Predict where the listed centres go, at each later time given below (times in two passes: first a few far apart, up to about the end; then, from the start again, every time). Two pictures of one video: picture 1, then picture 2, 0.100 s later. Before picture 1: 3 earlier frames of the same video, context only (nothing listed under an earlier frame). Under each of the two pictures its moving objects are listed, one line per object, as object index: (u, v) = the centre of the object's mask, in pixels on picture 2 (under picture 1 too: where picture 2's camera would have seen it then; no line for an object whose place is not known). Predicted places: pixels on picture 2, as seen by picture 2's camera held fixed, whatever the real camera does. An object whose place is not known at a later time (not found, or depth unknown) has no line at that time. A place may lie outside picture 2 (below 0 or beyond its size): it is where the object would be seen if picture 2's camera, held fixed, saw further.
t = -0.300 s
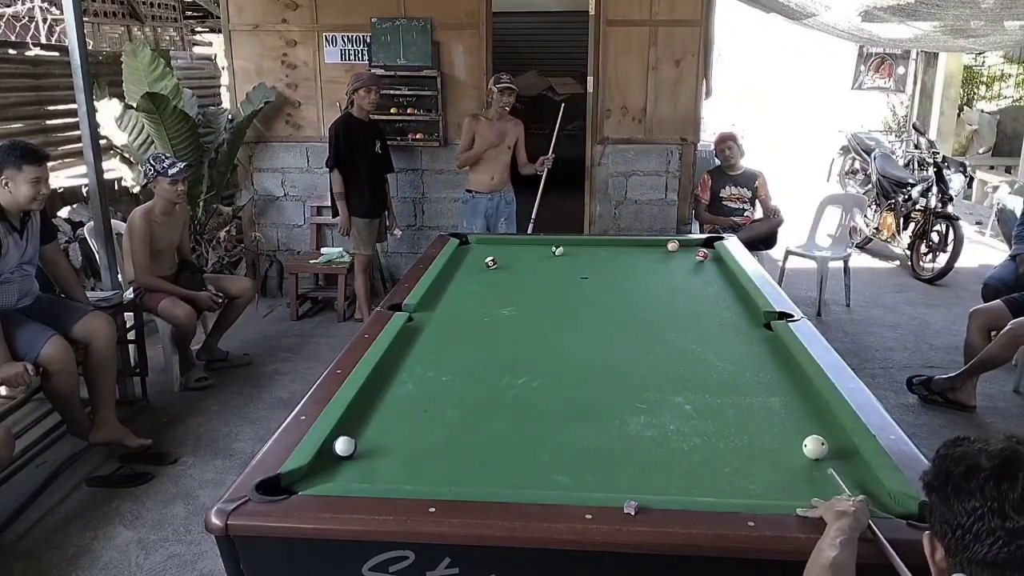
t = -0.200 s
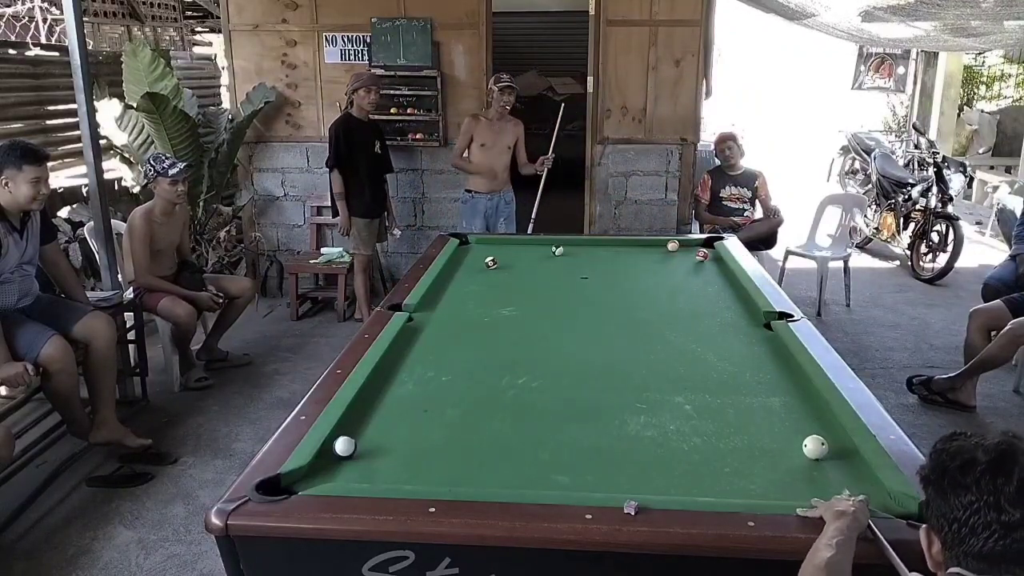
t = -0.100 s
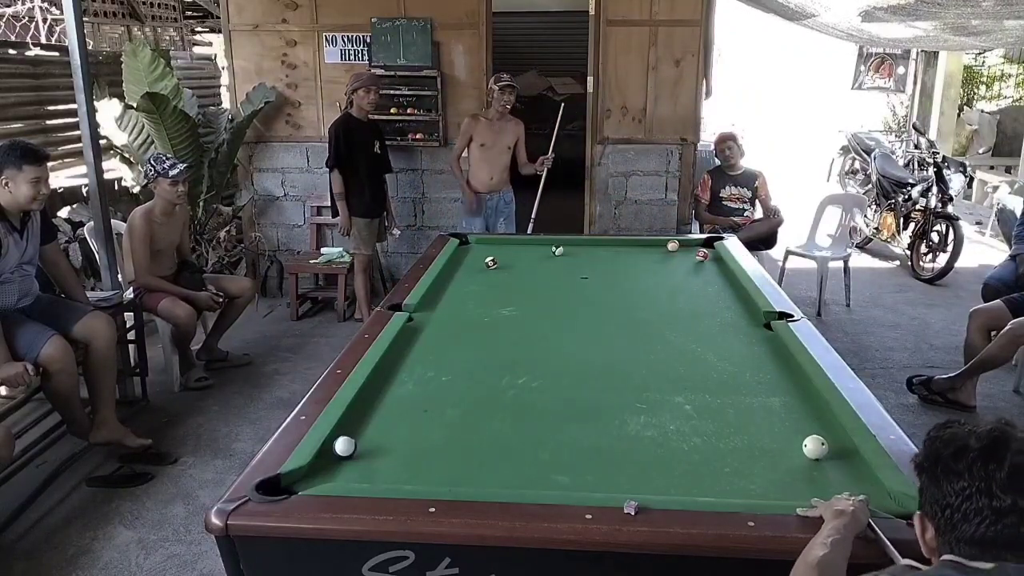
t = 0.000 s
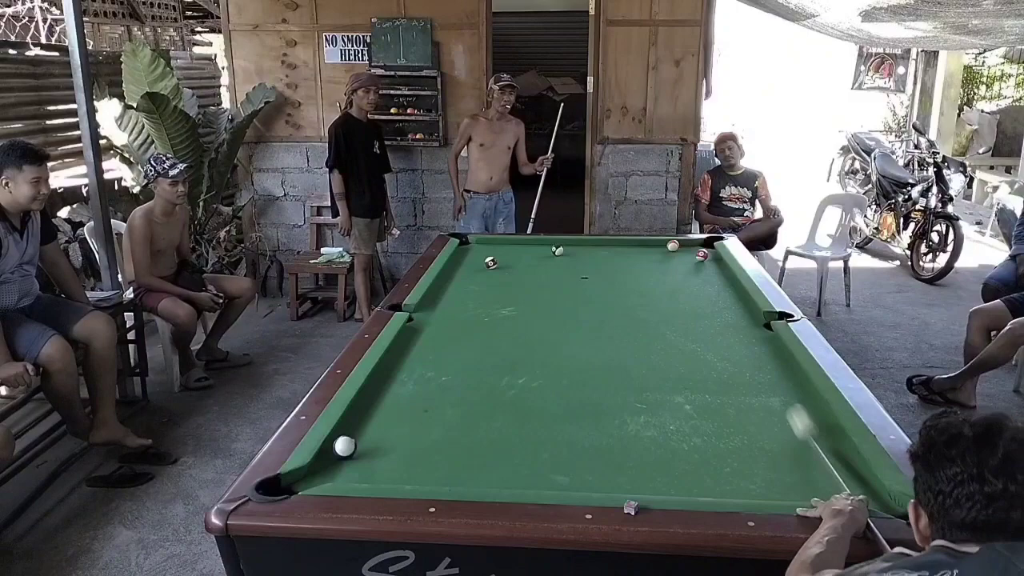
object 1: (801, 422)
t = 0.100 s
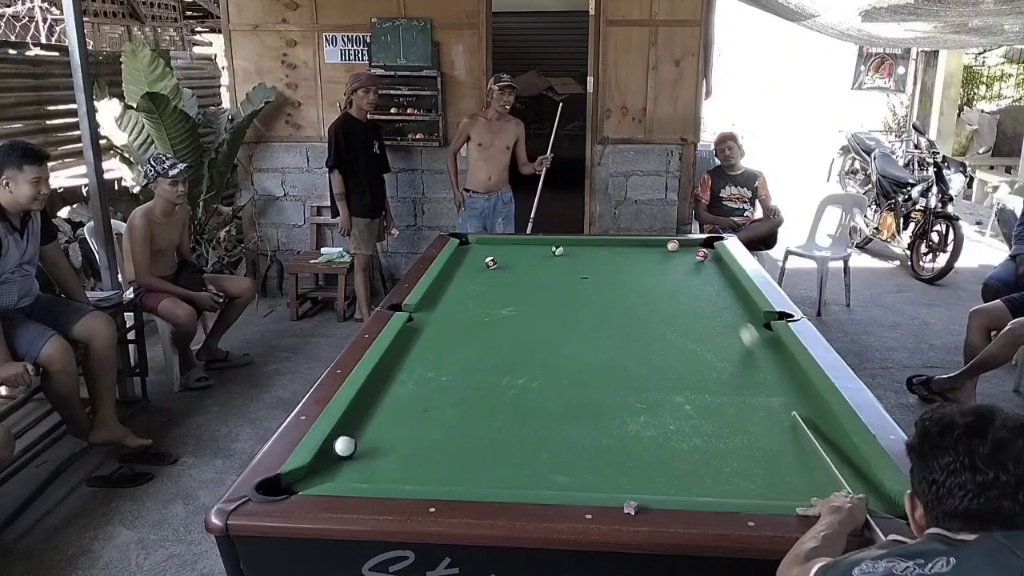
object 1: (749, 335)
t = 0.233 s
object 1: (710, 271)
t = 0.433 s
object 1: (684, 254)
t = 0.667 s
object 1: (661, 249)
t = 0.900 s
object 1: (641, 245)
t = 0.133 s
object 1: (737, 316)
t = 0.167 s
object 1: (727, 298)
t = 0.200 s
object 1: (718, 284)
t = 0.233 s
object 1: (710, 271)
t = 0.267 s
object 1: (703, 260)
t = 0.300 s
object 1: (698, 257)
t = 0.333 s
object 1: (694, 256)
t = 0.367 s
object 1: (691, 256)
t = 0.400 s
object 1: (687, 255)
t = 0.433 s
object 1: (684, 254)
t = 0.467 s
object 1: (681, 253)
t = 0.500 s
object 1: (677, 253)
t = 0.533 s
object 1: (674, 252)
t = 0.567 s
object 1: (671, 252)
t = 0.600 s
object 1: (667, 251)
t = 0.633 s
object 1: (664, 250)
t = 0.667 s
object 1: (661, 249)
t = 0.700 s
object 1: (659, 249)
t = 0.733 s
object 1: (655, 248)
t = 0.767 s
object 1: (653, 247)
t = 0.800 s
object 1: (650, 246)
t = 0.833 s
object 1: (647, 246)
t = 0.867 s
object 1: (644, 245)
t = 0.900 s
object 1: (641, 245)
